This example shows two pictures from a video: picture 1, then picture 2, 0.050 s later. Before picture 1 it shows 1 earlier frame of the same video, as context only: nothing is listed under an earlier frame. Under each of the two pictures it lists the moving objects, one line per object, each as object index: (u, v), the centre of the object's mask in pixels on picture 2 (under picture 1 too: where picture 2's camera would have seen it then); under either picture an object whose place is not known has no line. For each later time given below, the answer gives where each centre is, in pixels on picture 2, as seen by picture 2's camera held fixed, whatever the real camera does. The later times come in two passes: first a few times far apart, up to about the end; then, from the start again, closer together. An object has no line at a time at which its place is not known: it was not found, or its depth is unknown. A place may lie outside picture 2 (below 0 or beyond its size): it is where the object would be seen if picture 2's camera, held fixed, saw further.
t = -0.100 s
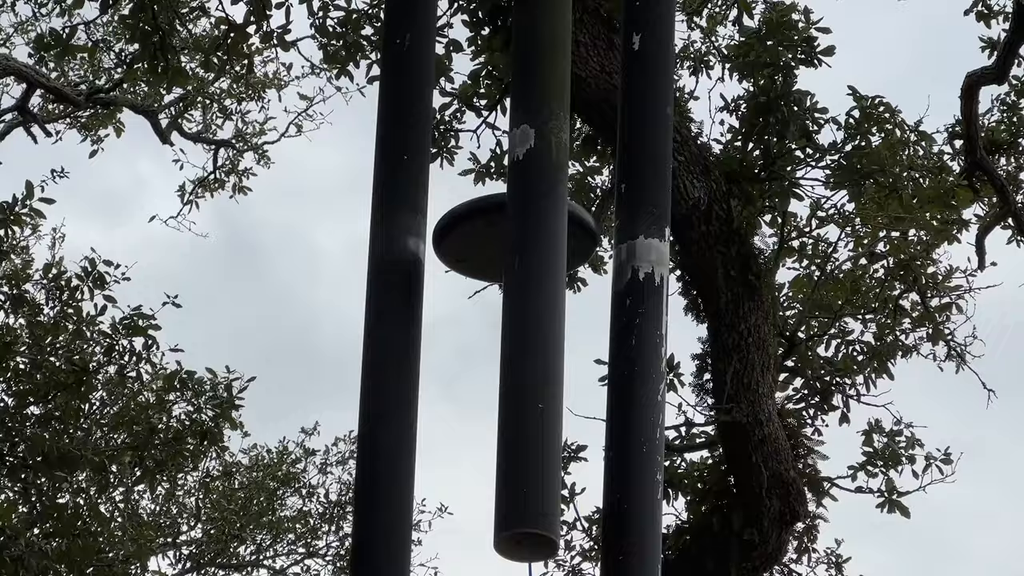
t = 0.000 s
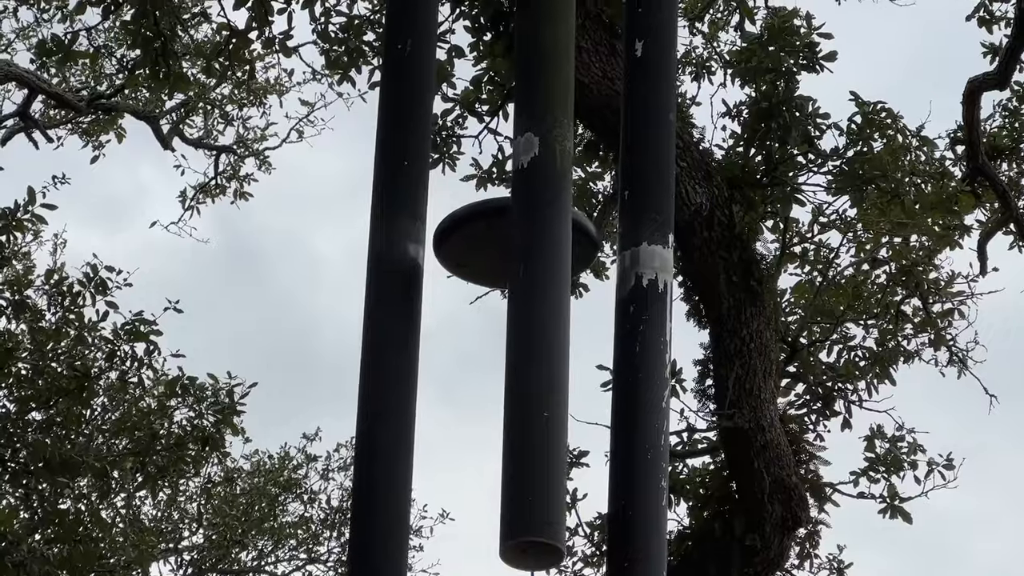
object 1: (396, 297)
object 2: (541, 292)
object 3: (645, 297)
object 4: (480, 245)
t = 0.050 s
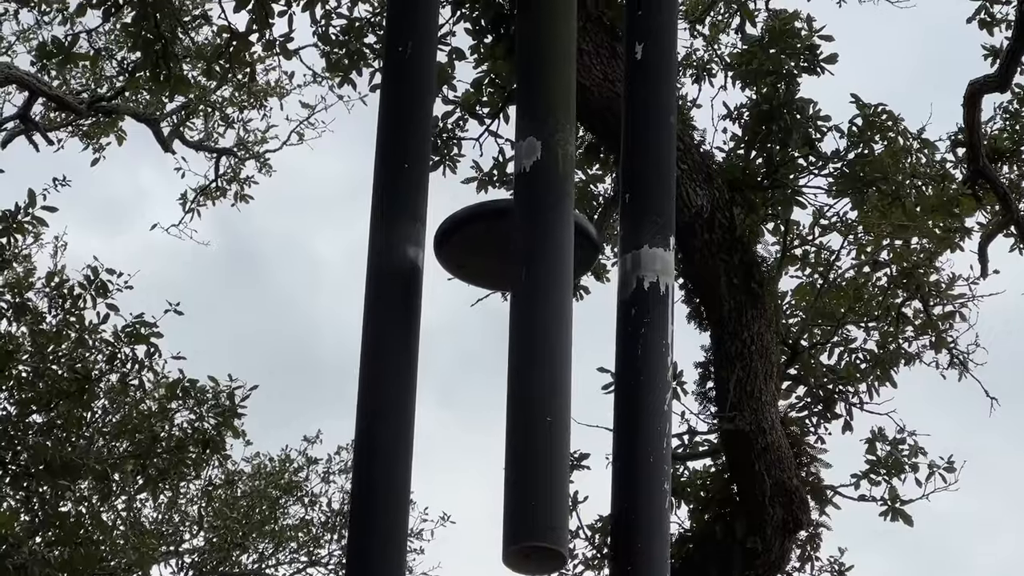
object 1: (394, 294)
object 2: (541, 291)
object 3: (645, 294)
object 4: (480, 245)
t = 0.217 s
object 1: (388, 289)
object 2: (542, 287)
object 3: (643, 289)
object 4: (479, 245)
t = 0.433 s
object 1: (386, 284)
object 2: (547, 282)
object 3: (644, 283)
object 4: (486, 248)
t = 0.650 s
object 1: (386, 279)
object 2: (552, 278)
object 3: (647, 279)
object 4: (494, 252)
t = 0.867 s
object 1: (389, 274)
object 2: (555, 275)
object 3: (652, 276)
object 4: (501, 253)
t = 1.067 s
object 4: (504, 253)
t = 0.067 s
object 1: (393, 293)
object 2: (541, 291)
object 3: (645, 293)
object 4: (479, 244)
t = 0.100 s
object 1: (391, 292)
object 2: (541, 291)
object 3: (644, 292)
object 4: (479, 244)
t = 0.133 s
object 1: (390, 291)
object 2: (541, 290)
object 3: (643, 292)
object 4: (478, 244)
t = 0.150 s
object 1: (390, 290)
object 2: (541, 289)
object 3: (643, 291)
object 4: (478, 244)
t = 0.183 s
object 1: (389, 290)
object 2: (542, 288)
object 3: (643, 290)
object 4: (479, 245)
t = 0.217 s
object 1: (388, 289)
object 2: (542, 287)
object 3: (643, 289)
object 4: (479, 245)
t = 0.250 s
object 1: (388, 288)
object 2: (543, 286)
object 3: (643, 288)
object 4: (479, 245)
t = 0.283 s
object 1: (387, 287)
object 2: (544, 285)
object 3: (643, 287)
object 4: (480, 245)
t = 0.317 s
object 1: (387, 286)
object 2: (545, 285)
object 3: (643, 286)
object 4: (482, 246)
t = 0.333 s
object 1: (387, 285)
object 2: (545, 284)
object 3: (643, 285)
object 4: (482, 246)
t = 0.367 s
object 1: (387, 285)
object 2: (546, 283)
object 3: (643, 284)
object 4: (484, 247)
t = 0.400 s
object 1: (386, 284)
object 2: (547, 282)
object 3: (643, 283)
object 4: (484, 247)
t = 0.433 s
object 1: (386, 284)
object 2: (547, 282)
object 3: (644, 283)
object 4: (486, 248)
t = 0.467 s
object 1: (386, 283)
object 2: (548, 281)
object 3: (644, 282)
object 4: (487, 249)
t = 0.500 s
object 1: (386, 282)
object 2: (549, 280)
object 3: (645, 282)
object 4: (489, 250)
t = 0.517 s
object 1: (386, 282)
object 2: (549, 280)
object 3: (645, 282)
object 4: (489, 250)
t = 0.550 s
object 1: (386, 281)
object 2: (550, 279)
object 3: (646, 281)
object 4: (491, 251)
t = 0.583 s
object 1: (386, 281)
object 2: (551, 280)
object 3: (646, 281)
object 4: (492, 251)
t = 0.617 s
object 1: (386, 280)
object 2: (551, 279)
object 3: (647, 280)
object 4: (493, 252)
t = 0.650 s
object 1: (386, 279)
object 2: (552, 278)
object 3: (647, 279)
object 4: (494, 252)
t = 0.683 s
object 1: (386, 278)
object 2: (553, 279)
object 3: (648, 280)
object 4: (495, 252)
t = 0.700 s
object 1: (386, 278)
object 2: (553, 277)
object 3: (649, 279)
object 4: (496, 252)
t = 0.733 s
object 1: (387, 277)
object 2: (553, 276)
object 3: (650, 279)
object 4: (497, 252)
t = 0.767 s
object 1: (387, 276)
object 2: (554, 277)
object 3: (650, 278)
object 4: (498, 253)
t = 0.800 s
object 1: (388, 275)
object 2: (555, 277)
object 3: (651, 277)
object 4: (499, 253)
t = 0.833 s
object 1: (388, 275)
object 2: (555, 275)
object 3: (652, 276)
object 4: (500, 253)
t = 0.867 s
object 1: (389, 274)
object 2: (555, 275)
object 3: (652, 276)
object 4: (501, 253)
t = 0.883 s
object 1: (389, 274)
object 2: (555, 274)
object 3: (653, 276)
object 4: (501, 253)
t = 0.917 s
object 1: (390, 273)
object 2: (556, 274)
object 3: (653, 275)
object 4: (502, 253)
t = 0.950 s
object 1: (391, 273)
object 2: (556, 272)
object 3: (653, 274)
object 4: (502, 253)
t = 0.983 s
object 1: (392, 273)
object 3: (653, 273)
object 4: (503, 253)
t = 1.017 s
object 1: (394, 272)
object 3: (652, 272)
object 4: (504, 252)
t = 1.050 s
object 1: (395, 271)
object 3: (652, 271)
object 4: (504, 253)
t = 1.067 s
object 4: (504, 253)
